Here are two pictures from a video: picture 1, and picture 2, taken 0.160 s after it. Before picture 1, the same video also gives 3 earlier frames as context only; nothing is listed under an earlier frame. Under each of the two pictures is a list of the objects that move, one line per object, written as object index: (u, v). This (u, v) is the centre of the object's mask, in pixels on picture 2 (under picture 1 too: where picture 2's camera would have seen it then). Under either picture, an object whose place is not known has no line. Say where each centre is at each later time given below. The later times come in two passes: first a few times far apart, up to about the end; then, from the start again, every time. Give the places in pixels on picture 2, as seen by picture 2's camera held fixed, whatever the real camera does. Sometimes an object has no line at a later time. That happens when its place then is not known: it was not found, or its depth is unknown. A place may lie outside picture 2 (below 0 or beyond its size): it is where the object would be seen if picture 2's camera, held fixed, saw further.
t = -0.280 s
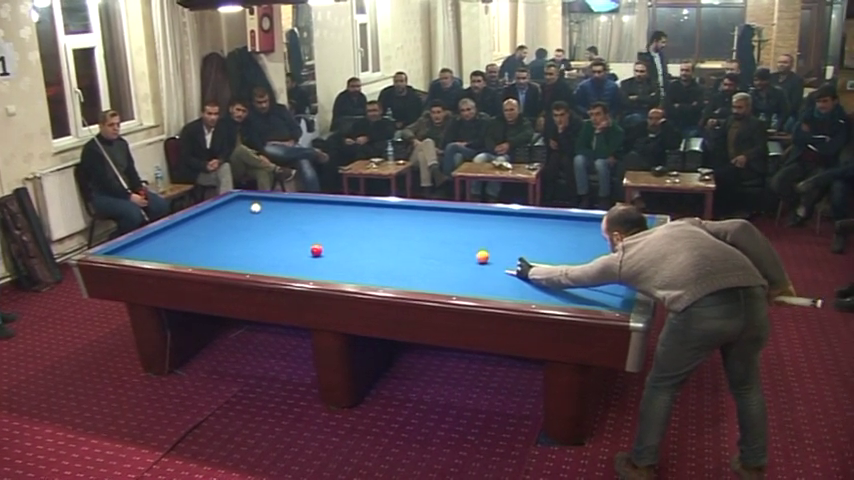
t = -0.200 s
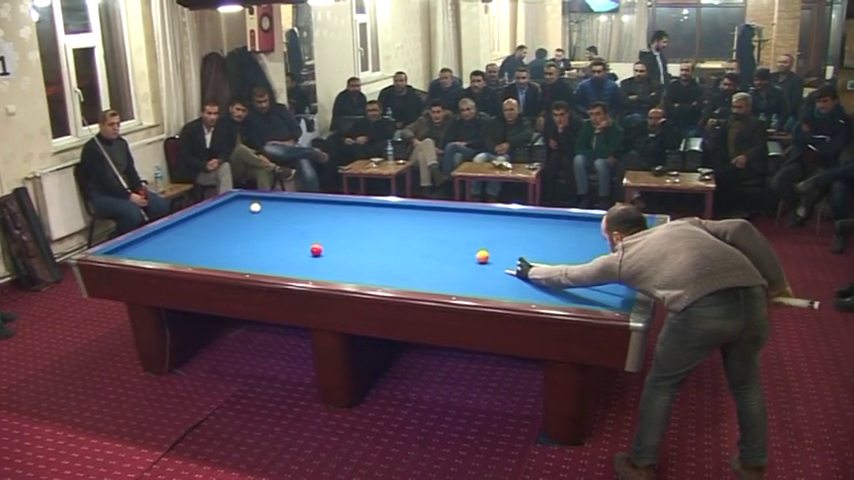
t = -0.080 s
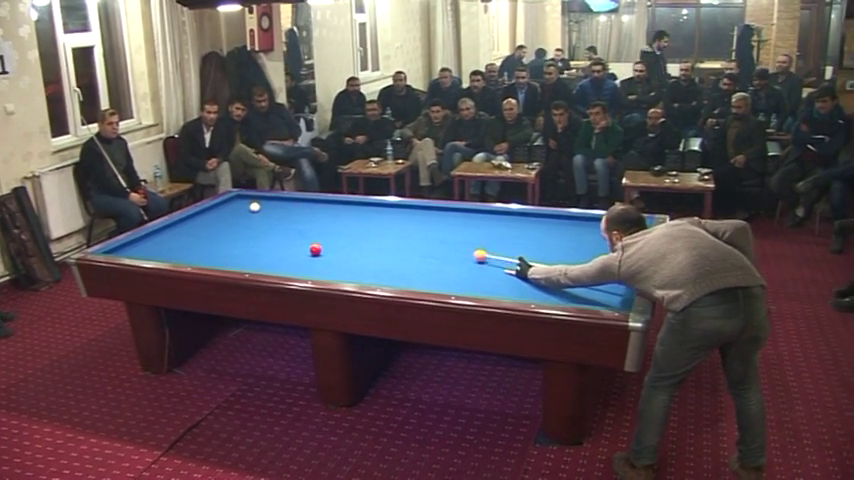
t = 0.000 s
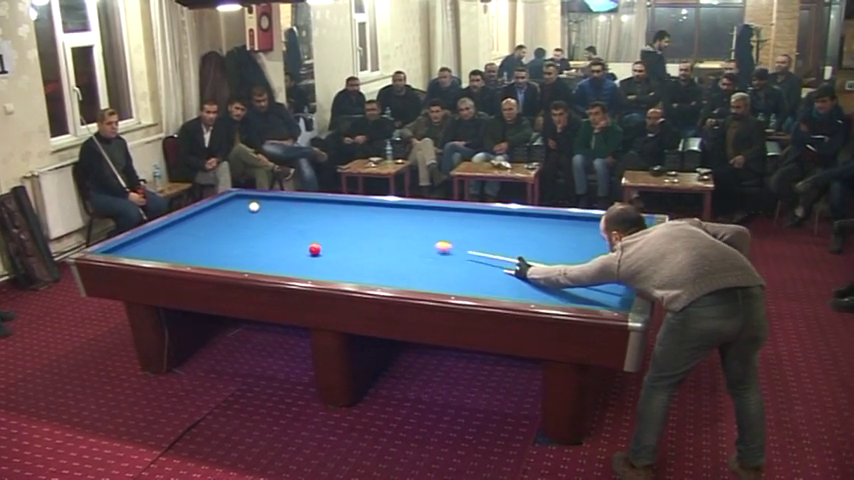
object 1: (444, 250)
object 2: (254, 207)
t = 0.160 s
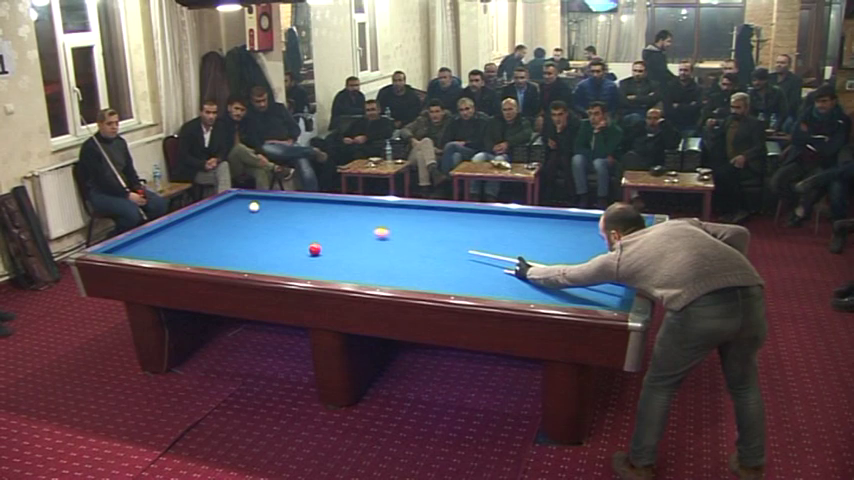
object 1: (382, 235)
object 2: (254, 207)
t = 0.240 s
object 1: (356, 229)
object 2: (254, 207)
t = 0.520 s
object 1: (273, 209)
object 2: (254, 207)
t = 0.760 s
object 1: (268, 196)
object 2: (216, 207)
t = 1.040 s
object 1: (224, 204)
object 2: (252, 211)
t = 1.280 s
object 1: (214, 211)
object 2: (283, 214)
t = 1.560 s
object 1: (213, 220)
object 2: (319, 219)
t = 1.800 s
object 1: (212, 228)
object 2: (352, 222)
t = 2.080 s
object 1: (211, 238)
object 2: (392, 227)
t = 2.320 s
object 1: (210, 248)
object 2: (427, 230)
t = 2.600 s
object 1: (209, 259)
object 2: (470, 235)
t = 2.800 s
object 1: (221, 260)
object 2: (502, 239)
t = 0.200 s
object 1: (368, 232)
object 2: (254, 207)
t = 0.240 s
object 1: (356, 229)
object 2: (254, 207)
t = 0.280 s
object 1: (342, 226)
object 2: (254, 207)
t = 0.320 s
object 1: (330, 222)
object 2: (254, 207)
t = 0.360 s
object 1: (318, 220)
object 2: (254, 207)
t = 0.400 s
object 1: (306, 217)
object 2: (254, 207)
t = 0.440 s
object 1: (295, 215)
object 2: (254, 207)
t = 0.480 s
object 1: (284, 212)
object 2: (254, 207)
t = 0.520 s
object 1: (273, 209)
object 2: (254, 207)
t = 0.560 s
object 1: (264, 207)
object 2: (253, 207)
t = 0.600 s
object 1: (265, 205)
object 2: (242, 206)
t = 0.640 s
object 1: (266, 203)
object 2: (231, 207)
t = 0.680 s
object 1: (268, 201)
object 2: (220, 207)
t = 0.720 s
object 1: (268, 198)
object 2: (211, 207)
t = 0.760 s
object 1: (268, 196)
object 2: (216, 207)
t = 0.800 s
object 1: (262, 198)
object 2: (221, 208)
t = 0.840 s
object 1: (255, 199)
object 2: (227, 208)
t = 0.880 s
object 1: (249, 200)
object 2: (233, 209)
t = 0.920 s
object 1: (242, 200)
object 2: (238, 210)
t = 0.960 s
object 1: (236, 202)
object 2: (243, 210)
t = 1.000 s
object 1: (230, 203)
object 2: (248, 211)
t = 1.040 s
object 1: (224, 204)
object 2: (252, 211)
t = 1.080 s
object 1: (217, 204)
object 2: (257, 212)
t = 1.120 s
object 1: (213, 205)
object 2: (263, 212)
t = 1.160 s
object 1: (213, 206)
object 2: (268, 213)
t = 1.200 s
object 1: (214, 208)
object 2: (273, 213)
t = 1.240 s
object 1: (214, 209)
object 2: (277, 214)
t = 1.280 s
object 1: (214, 211)
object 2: (283, 214)
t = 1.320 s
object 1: (213, 212)
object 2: (288, 215)
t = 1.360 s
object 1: (213, 213)
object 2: (293, 216)
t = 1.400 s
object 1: (213, 214)
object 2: (298, 216)
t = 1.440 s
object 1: (213, 216)
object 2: (303, 217)
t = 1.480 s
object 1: (213, 217)
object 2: (308, 217)
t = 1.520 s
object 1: (213, 219)
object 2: (314, 218)
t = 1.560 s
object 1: (213, 220)
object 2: (319, 219)
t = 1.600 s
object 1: (212, 222)
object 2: (325, 219)
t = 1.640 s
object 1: (212, 223)
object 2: (331, 220)
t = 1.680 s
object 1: (212, 224)
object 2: (336, 220)
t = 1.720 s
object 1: (212, 225)
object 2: (341, 221)
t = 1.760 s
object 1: (212, 227)
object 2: (347, 221)
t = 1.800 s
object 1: (212, 228)
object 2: (352, 222)
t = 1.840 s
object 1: (211, 230)
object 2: (358, 223)
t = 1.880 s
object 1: (211, 231)
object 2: (363, 223)
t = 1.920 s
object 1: (211, 233)
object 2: (369, 224)
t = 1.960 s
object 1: (211, 234)
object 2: (375, 225)
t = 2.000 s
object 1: (211, 236)
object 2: (381, 225)
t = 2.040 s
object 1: (211, 237)
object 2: (386, 226)
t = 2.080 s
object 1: (211, 238)
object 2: (392, 227)
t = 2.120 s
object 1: (210, 240)
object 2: (398, 227)
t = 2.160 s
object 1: (210, 242)
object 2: (404, 228)
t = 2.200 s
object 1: (210, 243)
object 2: (409, 229)
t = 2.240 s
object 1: (210, 245)
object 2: (415, 229)
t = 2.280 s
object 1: (210, 246)
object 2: (421, 230)
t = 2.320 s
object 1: (210, 248)
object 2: (427, 230)
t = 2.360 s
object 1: (210, 249)
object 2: (434, 231)
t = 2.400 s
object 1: (209, 251)
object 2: (440, 232)
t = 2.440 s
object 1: (209, 252)
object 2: (445, 232)
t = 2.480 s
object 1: (209, 254)
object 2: (451, 233)
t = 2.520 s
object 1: (209, 256)
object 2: (458, 234)
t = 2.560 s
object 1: (208, 258)
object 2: (464, 234)
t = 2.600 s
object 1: (209, 259)
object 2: (470, 235)
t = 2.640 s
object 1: (208, 260)
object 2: (476, 236)
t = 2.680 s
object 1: (208, 261)
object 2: (482, 237)
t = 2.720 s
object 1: (211, 261)
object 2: (489, 237)
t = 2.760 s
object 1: (216, 261)
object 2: (496, 238)
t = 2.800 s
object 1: (221, 260)
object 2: (502, 239)
